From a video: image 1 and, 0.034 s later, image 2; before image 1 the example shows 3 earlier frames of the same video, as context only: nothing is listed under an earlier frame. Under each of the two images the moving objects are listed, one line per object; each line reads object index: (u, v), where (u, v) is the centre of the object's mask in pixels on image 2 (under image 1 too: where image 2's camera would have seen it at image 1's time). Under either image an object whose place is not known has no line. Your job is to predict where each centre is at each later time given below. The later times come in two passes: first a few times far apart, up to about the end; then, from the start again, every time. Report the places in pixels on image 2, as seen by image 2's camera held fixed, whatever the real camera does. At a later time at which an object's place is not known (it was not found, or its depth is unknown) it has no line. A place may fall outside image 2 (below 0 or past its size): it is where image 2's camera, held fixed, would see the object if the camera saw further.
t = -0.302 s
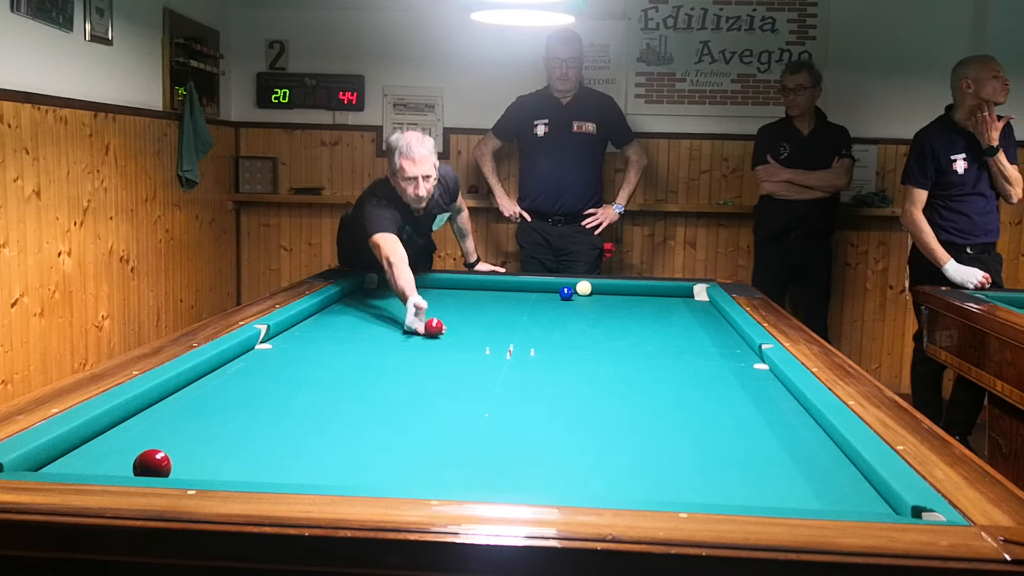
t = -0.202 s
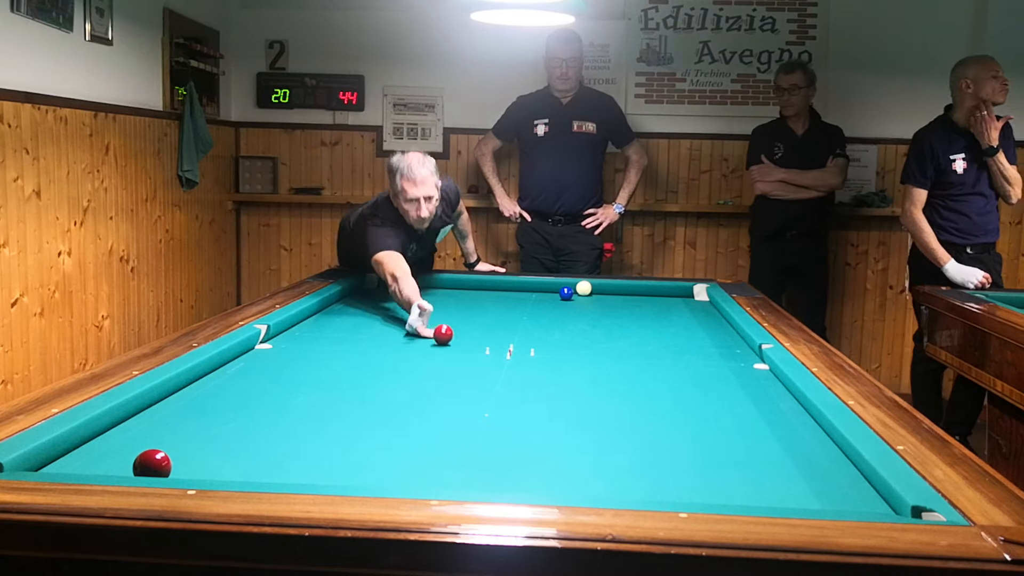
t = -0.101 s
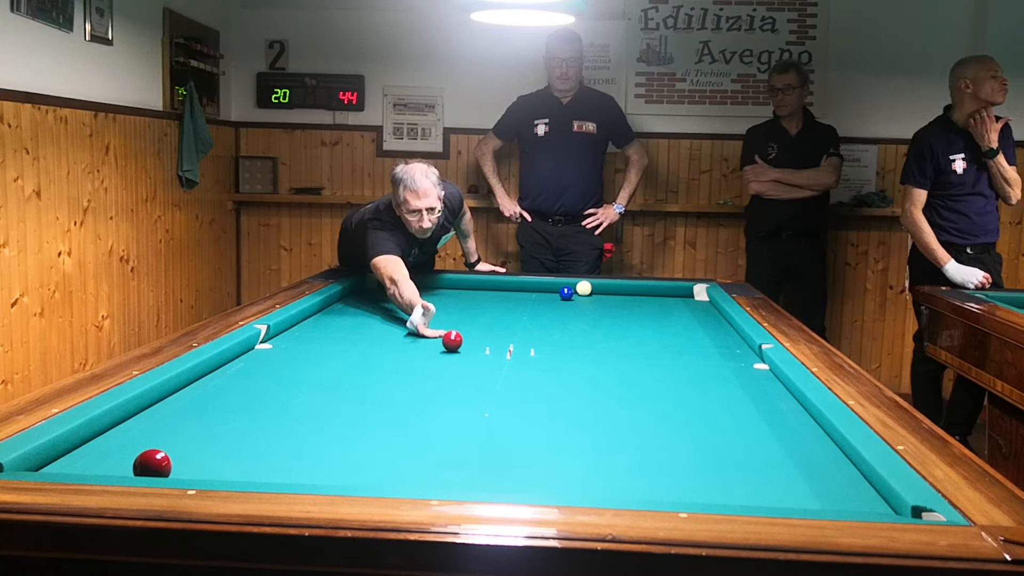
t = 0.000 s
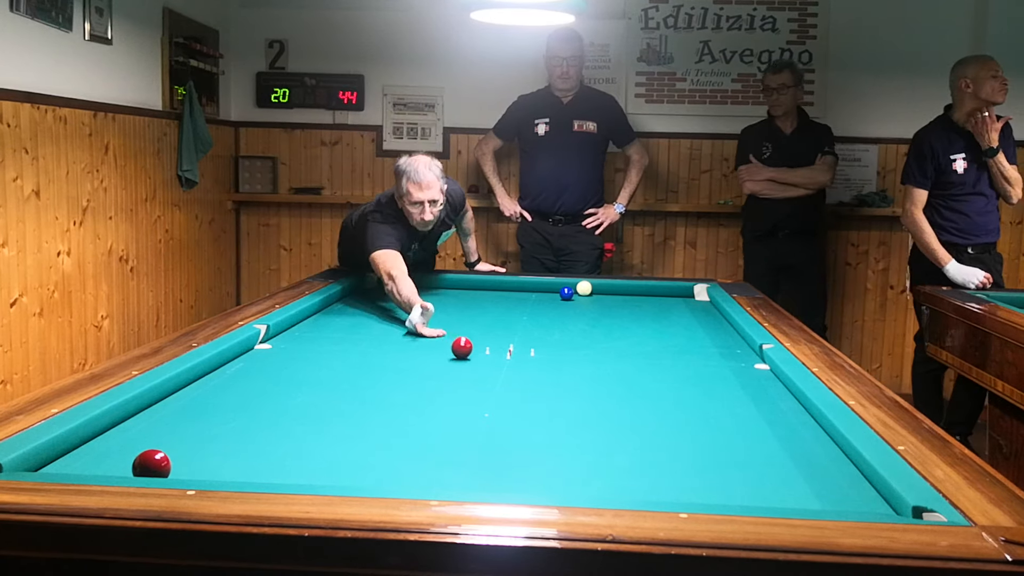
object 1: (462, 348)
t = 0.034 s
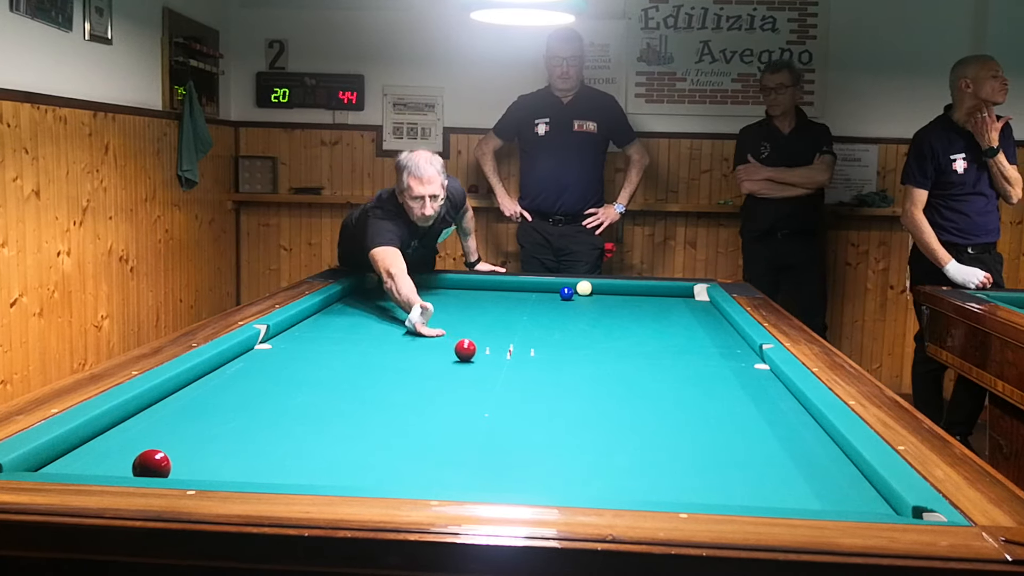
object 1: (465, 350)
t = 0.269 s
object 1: (491, 368)
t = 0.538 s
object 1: (526, 393)
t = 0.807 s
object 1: (570, 422)
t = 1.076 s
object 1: (624, 459)
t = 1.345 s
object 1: (695, 496)
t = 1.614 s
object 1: (732, 488)
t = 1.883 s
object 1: (757, 466)
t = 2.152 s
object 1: (778, 447)
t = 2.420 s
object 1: (796, 430)
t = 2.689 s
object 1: (796, 415)
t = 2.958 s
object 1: (773, 402)
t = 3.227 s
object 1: (752, 390)
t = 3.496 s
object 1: (734, 380)
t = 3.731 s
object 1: (719, 372)
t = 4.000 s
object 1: (704, 364)
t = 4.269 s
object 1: (690, 356)
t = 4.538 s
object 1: (677, 350)
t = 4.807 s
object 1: (666, 344)
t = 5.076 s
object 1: (656, 338)
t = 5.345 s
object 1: (646, 333)
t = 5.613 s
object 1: (638, 329)
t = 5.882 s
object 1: (631, 325)
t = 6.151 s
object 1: (624, 321)
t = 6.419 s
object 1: (617, 318)
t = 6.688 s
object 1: (611, 315)
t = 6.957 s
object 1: (606, 312)
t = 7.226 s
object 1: (601, 309)
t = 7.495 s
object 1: (597, 307)
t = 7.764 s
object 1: (594, 304)
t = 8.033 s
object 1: (591, 302)
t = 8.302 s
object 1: (588, 301)
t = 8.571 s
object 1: (585, 299)
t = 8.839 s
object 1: (583, 298)
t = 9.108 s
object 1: (581, 297)
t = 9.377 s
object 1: (579, 295)
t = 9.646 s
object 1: (577, 295)
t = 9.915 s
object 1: (578, 294)
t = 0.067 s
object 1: (469, 353)
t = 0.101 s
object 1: (472, 355)
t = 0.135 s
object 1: (476, 358)
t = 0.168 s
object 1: (480, 360)
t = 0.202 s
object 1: (483, 363)
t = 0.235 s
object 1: (487, 366)
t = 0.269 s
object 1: (491, 368)
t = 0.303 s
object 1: (495, 371)
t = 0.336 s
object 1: (499, 374)
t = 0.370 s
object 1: (503, 377)
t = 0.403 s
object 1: (508, 380)
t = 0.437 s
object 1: (512, 383)
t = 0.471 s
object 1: (517, 386)
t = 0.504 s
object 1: (522, 389)
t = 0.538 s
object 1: (526, 393)
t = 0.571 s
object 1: (531, 396)
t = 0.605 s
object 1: (536, 400)
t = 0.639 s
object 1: (541, 403)
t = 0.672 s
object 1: (547, 406)
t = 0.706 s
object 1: (552, 410)
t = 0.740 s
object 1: (558, 414)
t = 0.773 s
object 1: (564, 418)
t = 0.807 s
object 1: (570, 422)
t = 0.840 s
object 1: (576, 426)
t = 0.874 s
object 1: (582, 431)
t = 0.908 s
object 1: (588, 435)
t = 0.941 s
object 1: (595, 440)
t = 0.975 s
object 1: (602, 444)
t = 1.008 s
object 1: (609, 449)
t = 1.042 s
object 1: (616, 454)
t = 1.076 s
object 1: (624, 459)
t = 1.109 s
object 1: (632, 465)
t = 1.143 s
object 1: (640, 471)
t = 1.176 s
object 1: (648, 476)
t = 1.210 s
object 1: (657, 482)
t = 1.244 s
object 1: (666, 486)
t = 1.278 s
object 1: (676, 489)
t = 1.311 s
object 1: (685, 493)
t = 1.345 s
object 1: (695, 496)
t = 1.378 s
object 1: (705, 499)
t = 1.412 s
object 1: (711, 499)
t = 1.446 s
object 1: (715, 497)
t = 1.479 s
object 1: (718, 495)
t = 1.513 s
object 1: (722, 493)
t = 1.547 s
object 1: (725, 492)
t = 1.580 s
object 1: (729, 490)
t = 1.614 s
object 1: (732, 488)
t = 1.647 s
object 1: (735, 486)
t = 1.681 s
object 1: (739, 484)
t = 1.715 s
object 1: (742, 481)
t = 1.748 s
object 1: (745, 478)
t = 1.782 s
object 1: (748, 475)
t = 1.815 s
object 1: (751, 472)
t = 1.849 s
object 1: (754, 469)
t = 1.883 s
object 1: (757, 466)
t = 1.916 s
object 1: (760, 464)
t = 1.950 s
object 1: (763, 461)
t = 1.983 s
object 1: (765, 459)
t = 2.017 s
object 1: (768, 456)
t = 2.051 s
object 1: (770, 454)
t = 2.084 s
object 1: (773, 451)
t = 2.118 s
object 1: (776, 449)
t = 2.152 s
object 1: (778, 447)
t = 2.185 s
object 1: (781, 444)
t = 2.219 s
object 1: (783, 442)
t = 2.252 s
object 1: (785, 440)
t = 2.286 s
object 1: (787, 438)
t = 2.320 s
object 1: (789, 435)
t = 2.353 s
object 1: (791, 434)
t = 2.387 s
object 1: (794, 432)
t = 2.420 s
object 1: (796, 430)
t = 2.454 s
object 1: (798, 428)
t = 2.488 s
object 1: (800, 426)
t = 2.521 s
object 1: (802, 424)
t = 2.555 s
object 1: (804, 422)
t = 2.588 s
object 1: (806, 420)
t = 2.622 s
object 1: (802, 418)
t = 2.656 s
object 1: (799, 416)
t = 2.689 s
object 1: (796, 415)
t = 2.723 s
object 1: (793, 413)
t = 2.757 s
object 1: (790, 412)
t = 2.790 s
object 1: (787, 410)
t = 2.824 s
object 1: (784, 408)
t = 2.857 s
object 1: (781, 407)
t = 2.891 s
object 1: (779, 405)
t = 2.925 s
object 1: (775, 403)
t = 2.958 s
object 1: (773, 402)
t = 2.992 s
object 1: (770, 400)
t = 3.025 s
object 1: (767, 399)
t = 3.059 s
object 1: (765, 397)
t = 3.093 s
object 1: (762, 396)
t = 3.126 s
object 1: (760, 394)
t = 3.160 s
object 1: (757, 393)
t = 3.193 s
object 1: (755, 392)
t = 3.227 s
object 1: (752, 390)
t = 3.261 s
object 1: (750, 389)
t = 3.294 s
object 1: (747, 388)
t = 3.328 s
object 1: (745, 386)
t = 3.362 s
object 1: (743, 385)
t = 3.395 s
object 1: (741, 384)
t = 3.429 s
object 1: (738, 382)
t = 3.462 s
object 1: (736, 381)
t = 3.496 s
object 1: (734, 380)
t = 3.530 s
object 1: (731, 379)
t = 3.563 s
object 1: (730, 378)
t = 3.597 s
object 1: (727, 376)
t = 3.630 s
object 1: (725, 375)
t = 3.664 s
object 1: (723, 374)
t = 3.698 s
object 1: (721, 373)
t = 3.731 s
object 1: (719, 372)
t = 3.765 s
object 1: (717, 371)
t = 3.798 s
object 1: (715, 370)
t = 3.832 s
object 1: (713, 369)
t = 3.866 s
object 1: (711, 368)
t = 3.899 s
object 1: (709, 367)
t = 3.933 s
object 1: (708, 366)
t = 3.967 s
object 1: (706, 365)
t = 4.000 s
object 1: (704, 364)
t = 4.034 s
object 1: (702, 363)
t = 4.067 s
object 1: (700, 362)
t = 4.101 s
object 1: (698, 361)
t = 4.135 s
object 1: (697, 360)
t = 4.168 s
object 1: (695, 359)
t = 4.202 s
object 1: (693, 358)
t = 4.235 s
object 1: (692, 357)
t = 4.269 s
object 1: (690, 356)
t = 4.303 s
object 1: (688, 356)
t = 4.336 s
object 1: (687, 355)
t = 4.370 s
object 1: (685, 354)
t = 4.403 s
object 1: (684, 353)
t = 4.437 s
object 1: (682, 352)
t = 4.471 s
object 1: (680, 351)
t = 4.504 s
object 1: (679, 351)
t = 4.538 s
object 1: (677, 350)
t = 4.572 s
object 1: (676, 349)
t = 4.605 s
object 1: (674, 348)
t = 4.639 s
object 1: (673, 347)
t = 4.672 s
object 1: (671, 347)
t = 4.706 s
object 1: (670, 346)
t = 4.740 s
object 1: (669, 345)
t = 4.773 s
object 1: (667, 345)
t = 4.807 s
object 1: (666, 344)
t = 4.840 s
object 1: (664, 343)
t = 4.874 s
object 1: (663, 342)
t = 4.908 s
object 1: (662, 342)
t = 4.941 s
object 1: (661, 341)
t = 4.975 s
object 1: (659, 340)
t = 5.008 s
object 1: (658, 340)
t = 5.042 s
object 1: (657, 339)
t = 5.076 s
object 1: (656, 338)
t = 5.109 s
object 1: (654, 338)
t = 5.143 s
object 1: (653, 337)
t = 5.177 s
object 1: (652, 336)
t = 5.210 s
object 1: (651, 336)
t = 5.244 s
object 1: (650, 335)
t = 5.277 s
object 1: (649, 334)
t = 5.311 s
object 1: (647, 334)
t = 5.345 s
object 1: (646, 333)
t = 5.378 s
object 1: (645, 333)
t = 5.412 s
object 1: (644, 332)
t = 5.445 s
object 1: (643, 332)
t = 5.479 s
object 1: (642, 331)
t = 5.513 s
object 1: (641, 331)
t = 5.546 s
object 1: (640, 330)
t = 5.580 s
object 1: (639, 329)
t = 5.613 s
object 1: (638, 329)
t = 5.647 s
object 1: (637, 328)
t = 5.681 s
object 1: (636, 327)
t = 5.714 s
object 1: (635, 327)
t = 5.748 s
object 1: (634, 327)
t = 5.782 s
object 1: (633, 326)
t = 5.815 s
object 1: (632, 326)
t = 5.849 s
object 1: (631, 325)
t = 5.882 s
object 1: (631, 325)
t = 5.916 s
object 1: (629, 324)
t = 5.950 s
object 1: (629, 324)
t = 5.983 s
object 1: (628, 323)
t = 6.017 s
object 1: (627, 323)
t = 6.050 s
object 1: (626, 322)
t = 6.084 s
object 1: (625, 322)
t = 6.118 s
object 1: (624, 321)
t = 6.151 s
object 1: (624, 321)
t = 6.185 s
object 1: (623, 321)
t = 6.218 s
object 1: (622, 320)
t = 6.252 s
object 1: (621, 320)
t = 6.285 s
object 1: (620, 319)
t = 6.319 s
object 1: (620, 319)
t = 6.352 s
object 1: (619, 319)
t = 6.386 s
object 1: (618, 318)
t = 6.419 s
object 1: (617, 318)
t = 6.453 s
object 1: (617, 317)
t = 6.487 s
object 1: (616, 317)
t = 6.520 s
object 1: (615, 317)
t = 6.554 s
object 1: (614, 316)
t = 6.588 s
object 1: (614, 316)
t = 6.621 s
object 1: (613, 315)
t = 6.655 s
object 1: (612, 315)
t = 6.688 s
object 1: (611, 315)
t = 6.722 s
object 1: (611, 314)
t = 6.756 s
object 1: (610, 314)
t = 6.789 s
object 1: (609, 313)
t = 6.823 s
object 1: (609, 313)
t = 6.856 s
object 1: (608, 313)
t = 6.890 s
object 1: (607, 312)
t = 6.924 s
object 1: (607, 312)
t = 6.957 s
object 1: (606, 312)
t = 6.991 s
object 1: (605, 311)
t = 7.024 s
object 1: (605, 311)
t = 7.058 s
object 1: (604, 311)
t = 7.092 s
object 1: (604, 311)
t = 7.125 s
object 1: (603, 310)
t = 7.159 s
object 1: (603, 310)
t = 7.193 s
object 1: (602, 310)
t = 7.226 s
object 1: (601, 309)
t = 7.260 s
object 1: (601, 309)
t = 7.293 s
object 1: (600, 309)
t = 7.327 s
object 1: (600, 308)
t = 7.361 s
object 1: (599, 308)
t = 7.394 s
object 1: (599, 308)
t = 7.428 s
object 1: (598, 307)
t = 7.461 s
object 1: (598, 307)
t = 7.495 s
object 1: (597, 307)
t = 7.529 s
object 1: (597, 306)
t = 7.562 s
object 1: (596, 306)
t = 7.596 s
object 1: (596, 306)
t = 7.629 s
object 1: (595, 306)
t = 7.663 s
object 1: (595, 305)
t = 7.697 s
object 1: (595, 305)
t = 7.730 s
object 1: (594, 305)
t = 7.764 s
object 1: (594, 304)
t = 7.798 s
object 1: (593, 304)
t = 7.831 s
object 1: (593, 304)
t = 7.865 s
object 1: (592, 304)
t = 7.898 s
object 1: (592, 303)
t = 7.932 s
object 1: (592, 303)
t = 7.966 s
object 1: (591, 303)
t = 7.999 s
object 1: (591, 303)
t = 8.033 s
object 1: (591, 302)
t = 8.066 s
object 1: (590, 302)
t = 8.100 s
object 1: (590, 302)
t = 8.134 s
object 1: (589, 302)
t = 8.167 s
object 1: (589, 302)
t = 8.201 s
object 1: (589, 301)
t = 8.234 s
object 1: (588, 301)
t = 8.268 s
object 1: (588, 301)
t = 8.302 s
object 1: (588, 301)
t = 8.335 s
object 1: (587, 301)
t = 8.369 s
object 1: (587, 300)
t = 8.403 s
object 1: (587, 300)
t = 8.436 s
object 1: (587, 300)
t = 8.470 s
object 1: (586, 300)
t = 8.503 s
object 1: (586, 300)
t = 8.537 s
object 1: (586, 299)
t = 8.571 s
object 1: (585, 299)
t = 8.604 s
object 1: (585, 299)
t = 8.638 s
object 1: (585, 299)
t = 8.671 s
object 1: (584, 299)
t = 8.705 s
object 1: (584, 299)
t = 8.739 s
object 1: (584, 298)
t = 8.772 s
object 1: (583, 298)
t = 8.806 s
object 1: (583, 298)
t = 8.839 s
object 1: (583, 298)
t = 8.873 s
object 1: (582, 297)
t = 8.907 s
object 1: (582, 297)
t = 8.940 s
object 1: (582, 297)
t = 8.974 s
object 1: (582, 297)
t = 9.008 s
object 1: (581, 297)
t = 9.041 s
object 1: (581, 297)
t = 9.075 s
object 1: (581, 297)
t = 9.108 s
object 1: (581, 297)
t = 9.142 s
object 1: (580, 296)
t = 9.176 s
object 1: (580, 296)
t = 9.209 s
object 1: (580, 296)
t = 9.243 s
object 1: (580, 296)
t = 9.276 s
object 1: (579, 296)
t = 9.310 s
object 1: (579, 296)
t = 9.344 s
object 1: (579, 295)
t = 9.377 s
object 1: (579, 295)
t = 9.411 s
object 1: (578, 295)
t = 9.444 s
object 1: (578, 295)
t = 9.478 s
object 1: (577, 295)
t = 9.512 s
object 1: (577, 295)
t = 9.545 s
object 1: (577, 295)
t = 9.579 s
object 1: (577, 295)
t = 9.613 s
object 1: (577, 295)
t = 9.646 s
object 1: (577, 295)
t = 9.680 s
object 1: (577, 295)
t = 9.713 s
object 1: (577, 294)
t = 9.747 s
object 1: (577, 294)
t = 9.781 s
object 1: (577, 294)
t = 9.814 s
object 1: (577, 294)
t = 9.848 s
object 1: (577, 294)
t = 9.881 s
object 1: (578, 294)
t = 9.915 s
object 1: (578, 294)
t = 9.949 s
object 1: (578, 294)
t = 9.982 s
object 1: (578, 294)
